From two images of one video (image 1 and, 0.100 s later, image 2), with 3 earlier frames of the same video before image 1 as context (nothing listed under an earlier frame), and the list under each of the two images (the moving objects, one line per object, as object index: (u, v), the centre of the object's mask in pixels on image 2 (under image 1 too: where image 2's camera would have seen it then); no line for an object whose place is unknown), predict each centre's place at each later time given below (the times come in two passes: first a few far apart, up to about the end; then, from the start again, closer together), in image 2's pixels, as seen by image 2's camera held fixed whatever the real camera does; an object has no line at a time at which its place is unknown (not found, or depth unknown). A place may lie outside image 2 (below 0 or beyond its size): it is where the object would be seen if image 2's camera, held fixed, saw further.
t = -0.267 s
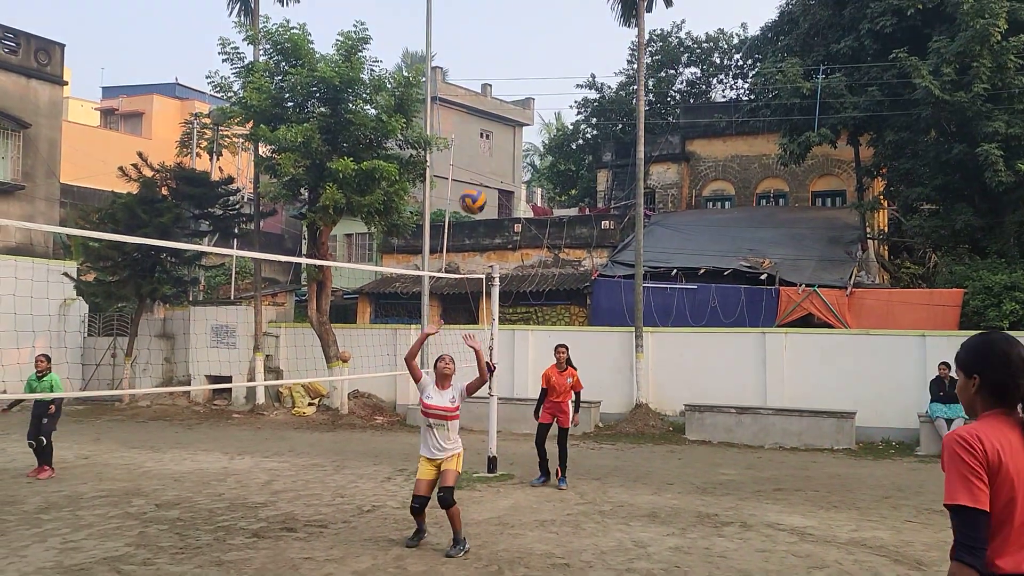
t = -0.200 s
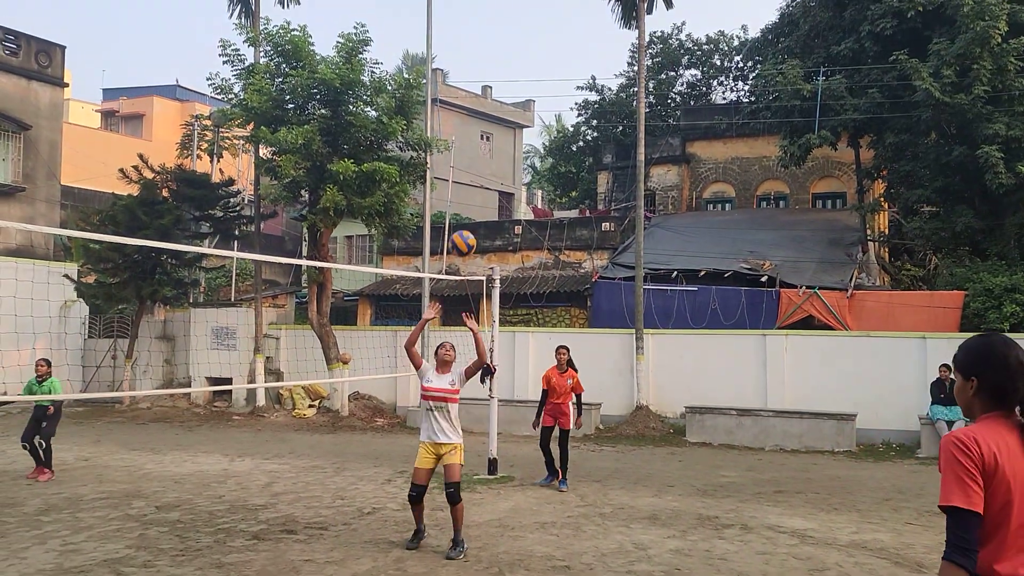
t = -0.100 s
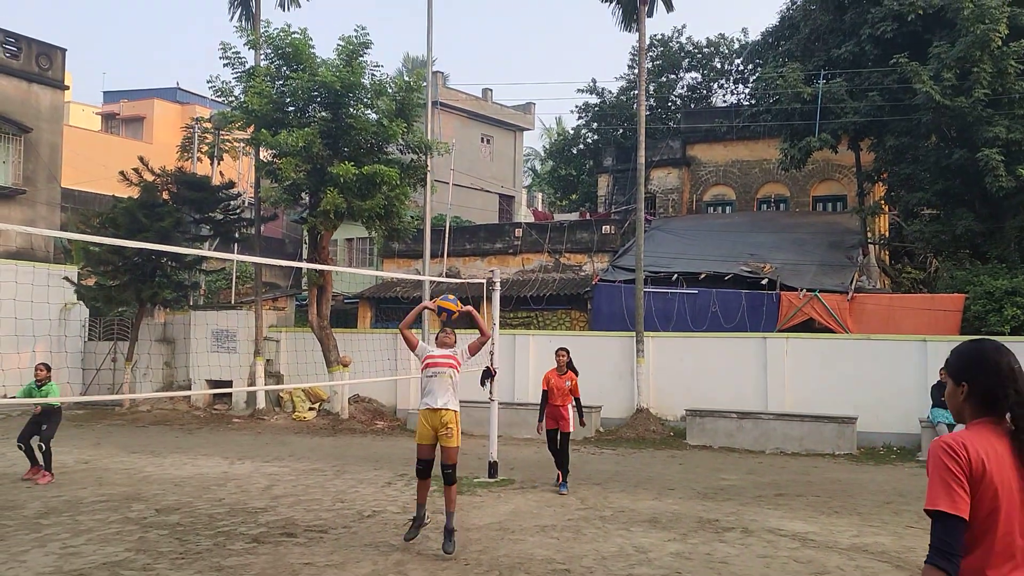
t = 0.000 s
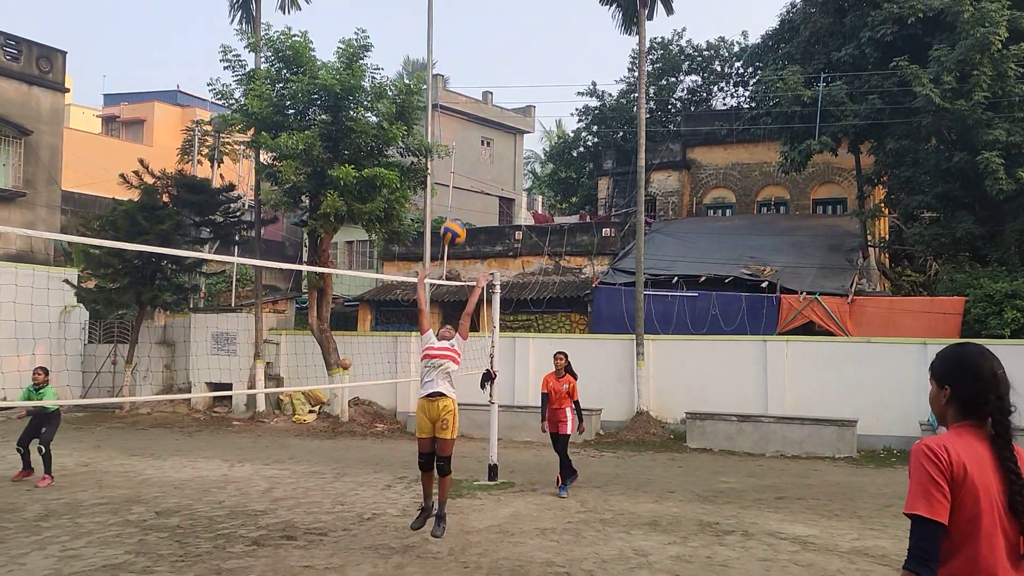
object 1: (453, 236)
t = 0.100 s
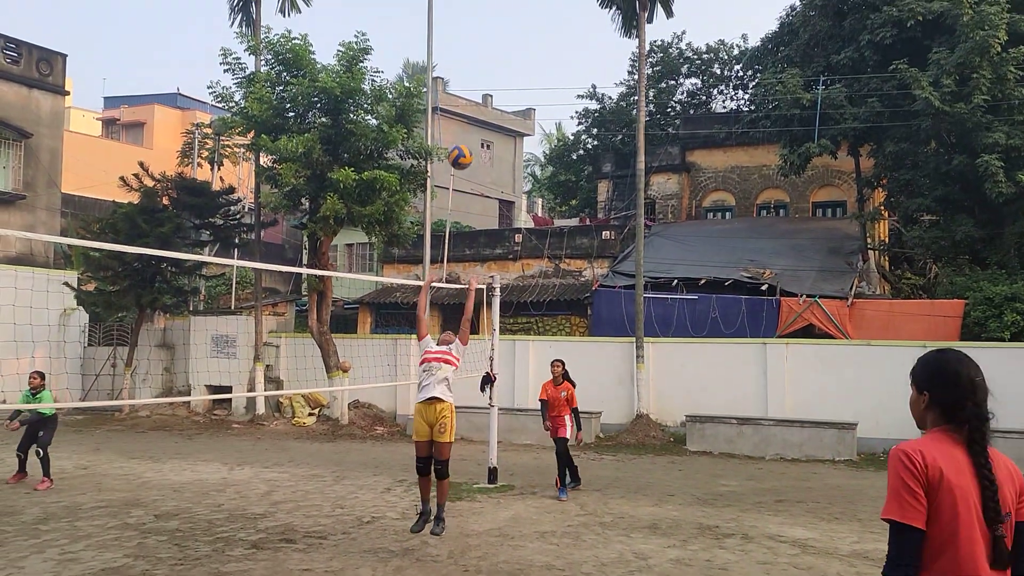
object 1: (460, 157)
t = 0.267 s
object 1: (470, 64)
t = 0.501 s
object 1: (480, 3)
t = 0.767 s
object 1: (490, 9)
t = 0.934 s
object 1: (494, 46)
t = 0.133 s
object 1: (462, 135)
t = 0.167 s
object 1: (464, 114)
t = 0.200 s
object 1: (466, 96)
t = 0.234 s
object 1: (468, 79)
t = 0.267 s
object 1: (470, 64)
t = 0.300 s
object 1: (471, 51)
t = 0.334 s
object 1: (473, 40)
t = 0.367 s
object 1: (475, 29)
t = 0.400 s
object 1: (476, 21)
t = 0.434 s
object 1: (477, 13)
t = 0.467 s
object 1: (479, 7)
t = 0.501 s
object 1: (480, 3)
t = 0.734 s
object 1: (489, 4)
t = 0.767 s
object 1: (490, 9)
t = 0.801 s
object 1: (491, 14)
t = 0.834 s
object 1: (492, 21)
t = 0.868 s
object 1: (493, 29)
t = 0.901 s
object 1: (494, 37)
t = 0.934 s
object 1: (494, 46)
